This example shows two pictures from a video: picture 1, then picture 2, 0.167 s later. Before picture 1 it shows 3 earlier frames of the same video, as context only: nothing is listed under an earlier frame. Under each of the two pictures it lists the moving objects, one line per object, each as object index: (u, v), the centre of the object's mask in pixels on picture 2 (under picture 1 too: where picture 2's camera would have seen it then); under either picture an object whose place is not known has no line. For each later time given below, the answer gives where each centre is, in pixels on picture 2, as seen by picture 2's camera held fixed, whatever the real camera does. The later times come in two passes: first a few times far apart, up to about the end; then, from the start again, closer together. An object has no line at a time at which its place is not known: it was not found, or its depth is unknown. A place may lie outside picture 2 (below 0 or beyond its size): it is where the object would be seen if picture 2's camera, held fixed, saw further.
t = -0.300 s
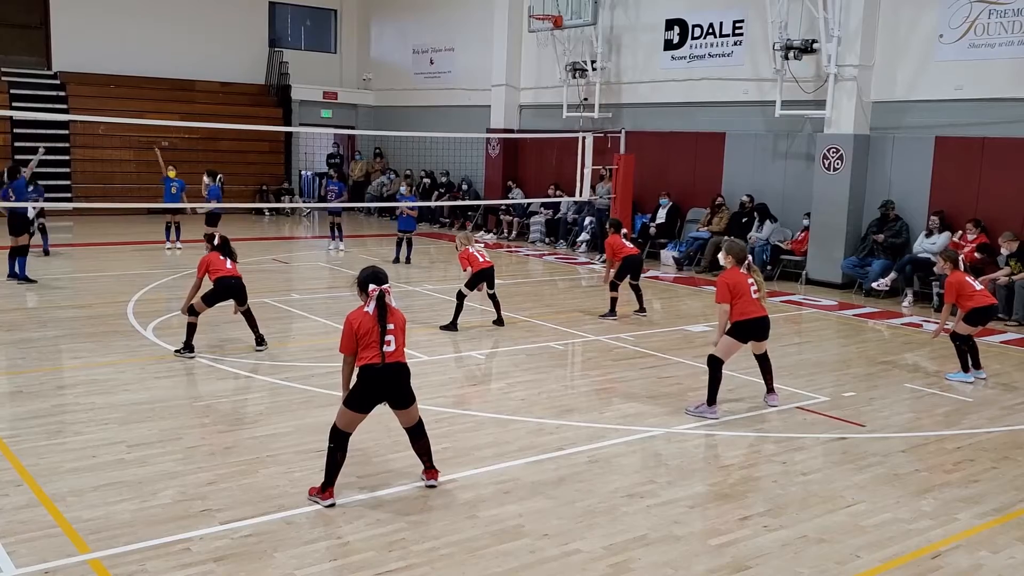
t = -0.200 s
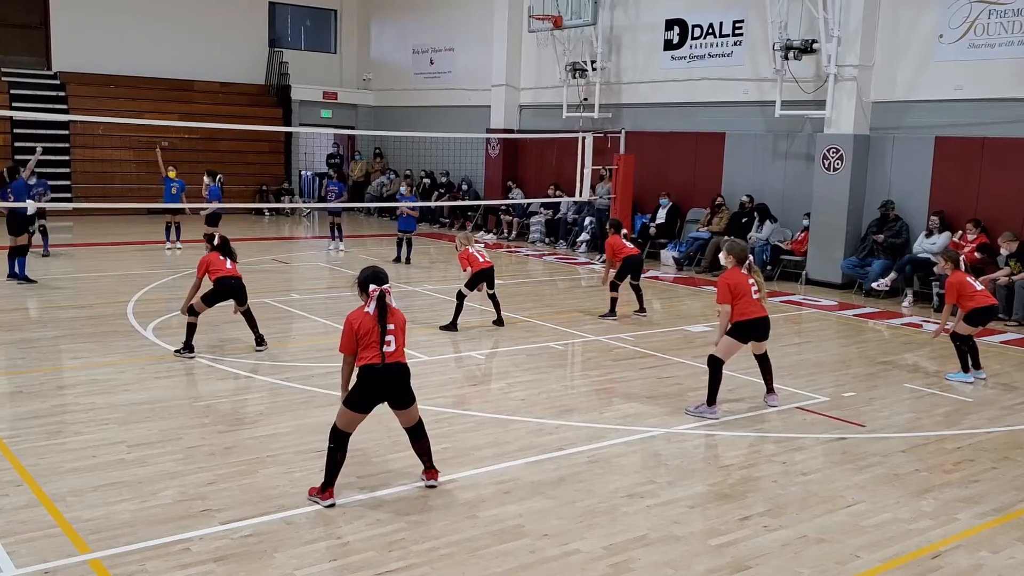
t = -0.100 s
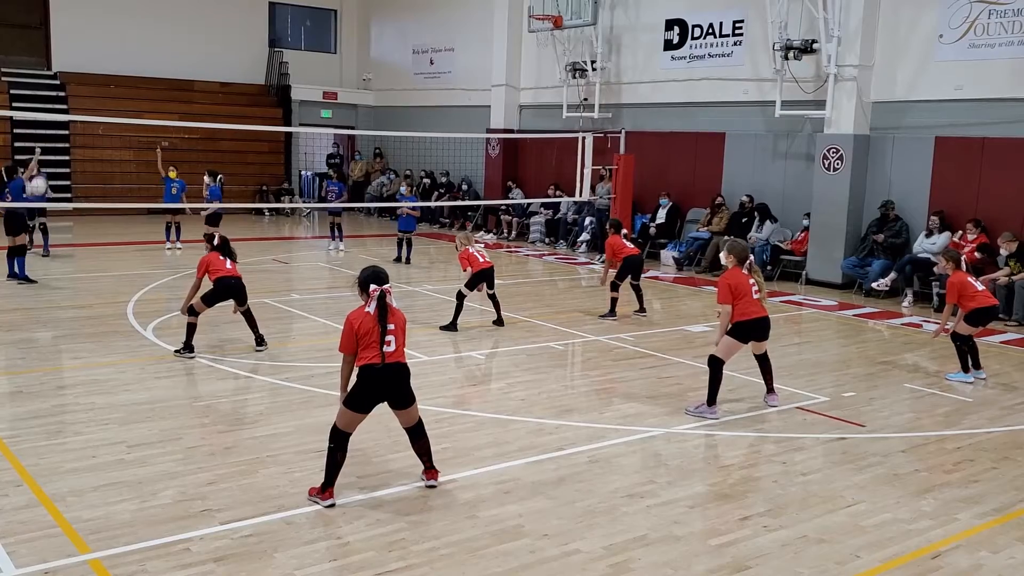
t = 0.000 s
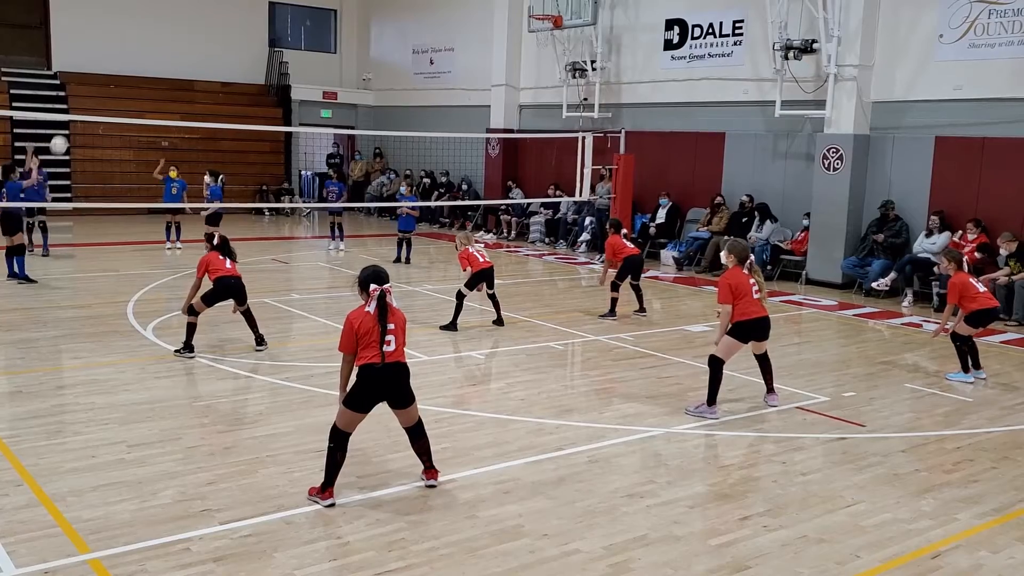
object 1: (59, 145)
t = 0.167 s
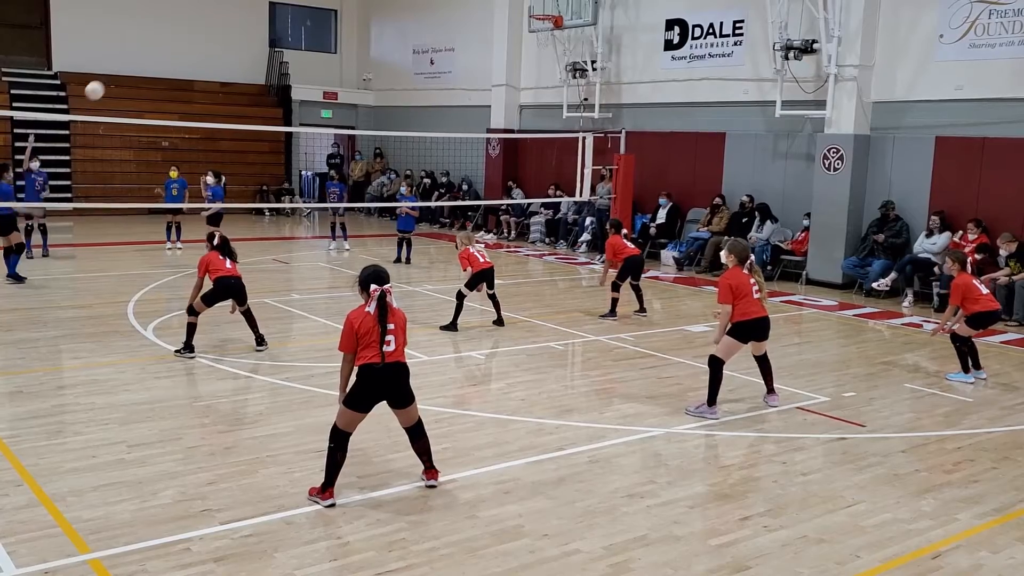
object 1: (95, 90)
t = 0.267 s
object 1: (117, 64)
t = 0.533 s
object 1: (187, 40)
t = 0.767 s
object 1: (258, 78)
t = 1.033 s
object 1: (346, 193)
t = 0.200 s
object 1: (102, 82)
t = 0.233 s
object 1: (110, 74)
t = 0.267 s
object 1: (117, 64)
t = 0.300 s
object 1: (126, 58)
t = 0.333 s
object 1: (135, 52)
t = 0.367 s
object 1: (143, 48)
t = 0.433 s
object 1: (160, 42)
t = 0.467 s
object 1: (169, 39)
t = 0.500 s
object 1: (178, 39)
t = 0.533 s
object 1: (187, 40)
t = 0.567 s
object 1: (197, 42)
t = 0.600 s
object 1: (207, 45)
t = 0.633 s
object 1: (217, 49)
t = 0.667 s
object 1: (227, 54)
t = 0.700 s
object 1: (237, 60)
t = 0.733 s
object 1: (247, 68)
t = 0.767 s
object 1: (258, 78)
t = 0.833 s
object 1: (279, 99)
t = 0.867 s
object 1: (290, 112)
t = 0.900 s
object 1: (301, 125)
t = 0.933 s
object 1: (313, 141)
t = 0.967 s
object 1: (324, 158)
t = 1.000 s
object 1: (335, 176)
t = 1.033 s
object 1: (346, 193)
